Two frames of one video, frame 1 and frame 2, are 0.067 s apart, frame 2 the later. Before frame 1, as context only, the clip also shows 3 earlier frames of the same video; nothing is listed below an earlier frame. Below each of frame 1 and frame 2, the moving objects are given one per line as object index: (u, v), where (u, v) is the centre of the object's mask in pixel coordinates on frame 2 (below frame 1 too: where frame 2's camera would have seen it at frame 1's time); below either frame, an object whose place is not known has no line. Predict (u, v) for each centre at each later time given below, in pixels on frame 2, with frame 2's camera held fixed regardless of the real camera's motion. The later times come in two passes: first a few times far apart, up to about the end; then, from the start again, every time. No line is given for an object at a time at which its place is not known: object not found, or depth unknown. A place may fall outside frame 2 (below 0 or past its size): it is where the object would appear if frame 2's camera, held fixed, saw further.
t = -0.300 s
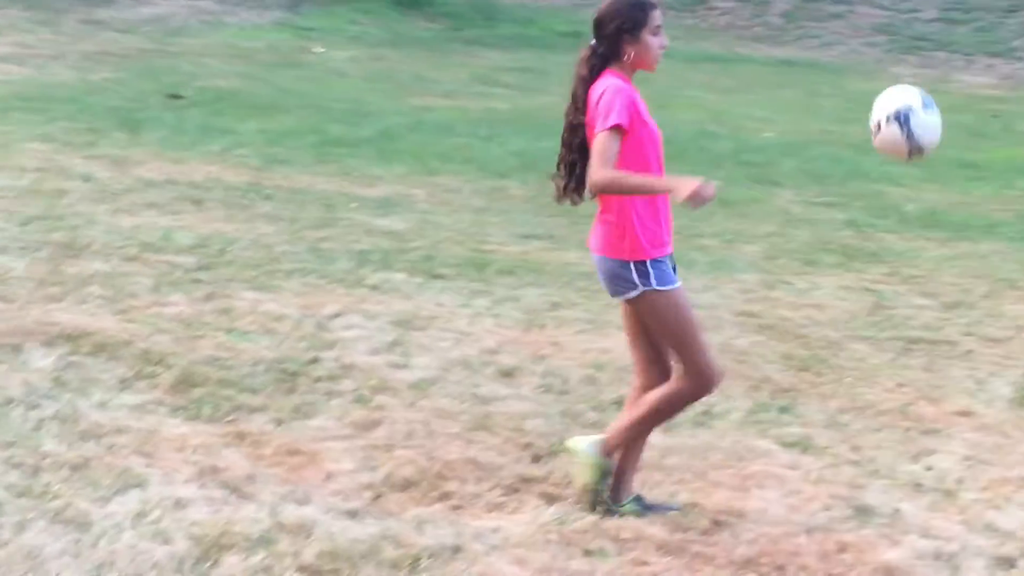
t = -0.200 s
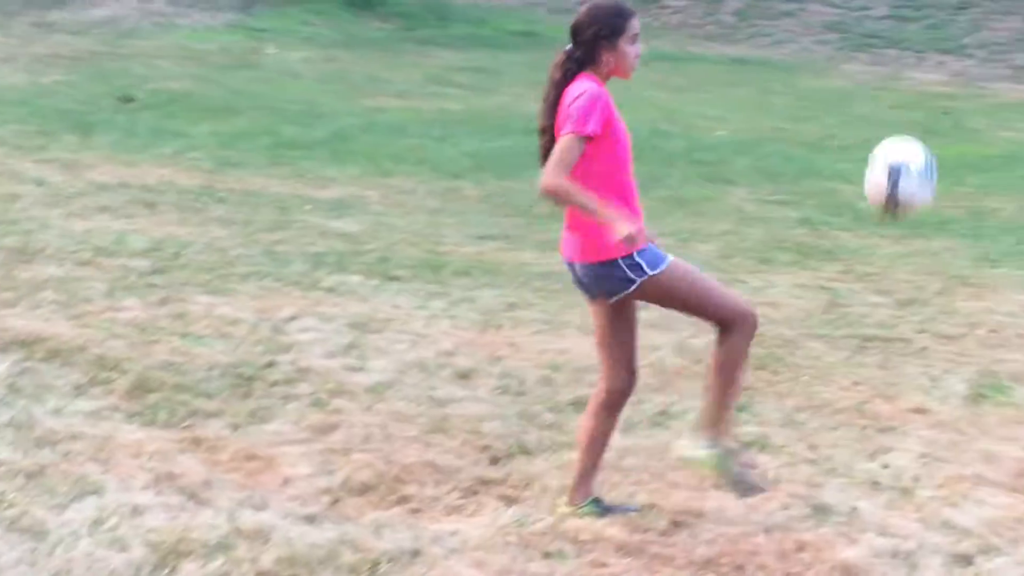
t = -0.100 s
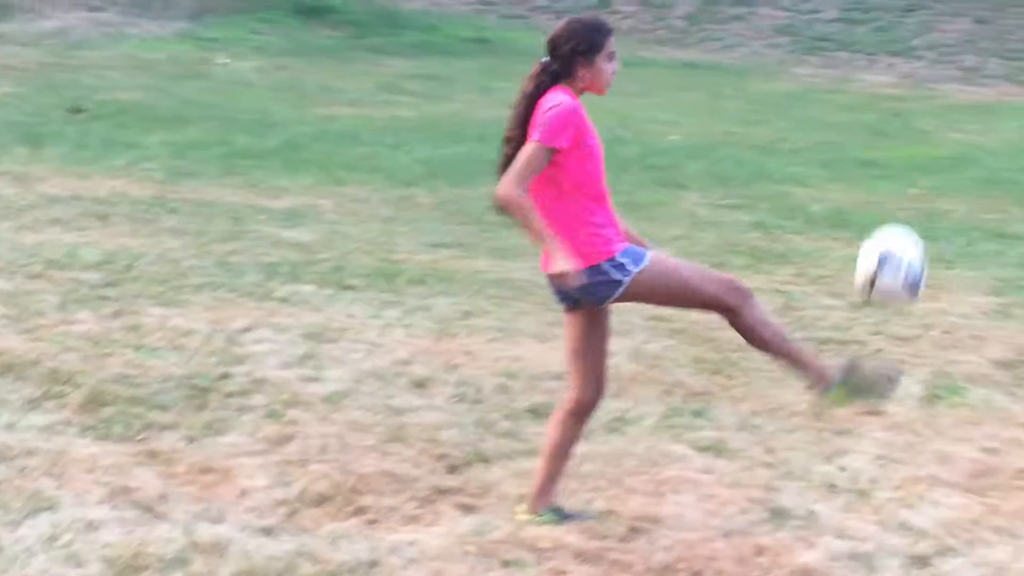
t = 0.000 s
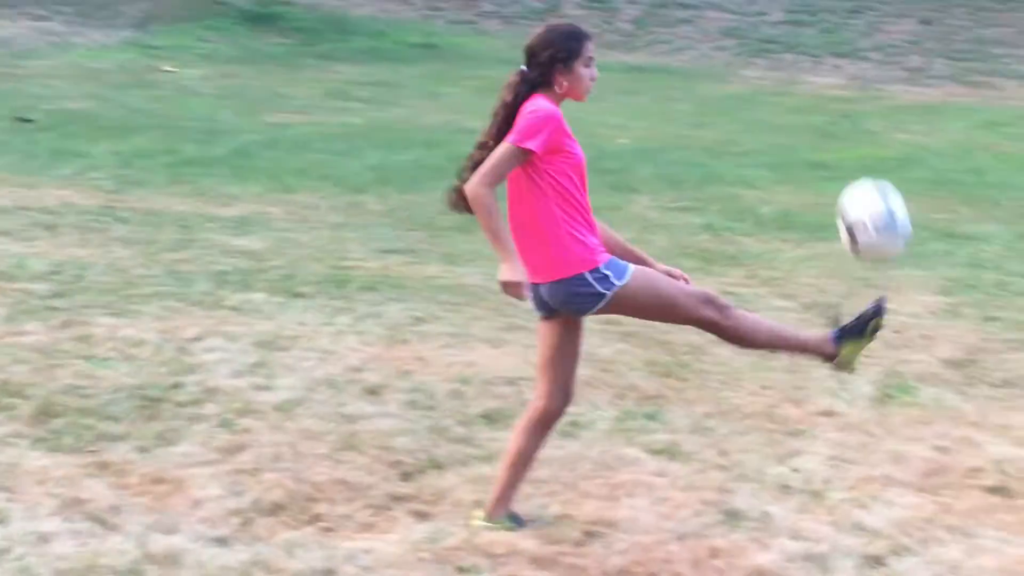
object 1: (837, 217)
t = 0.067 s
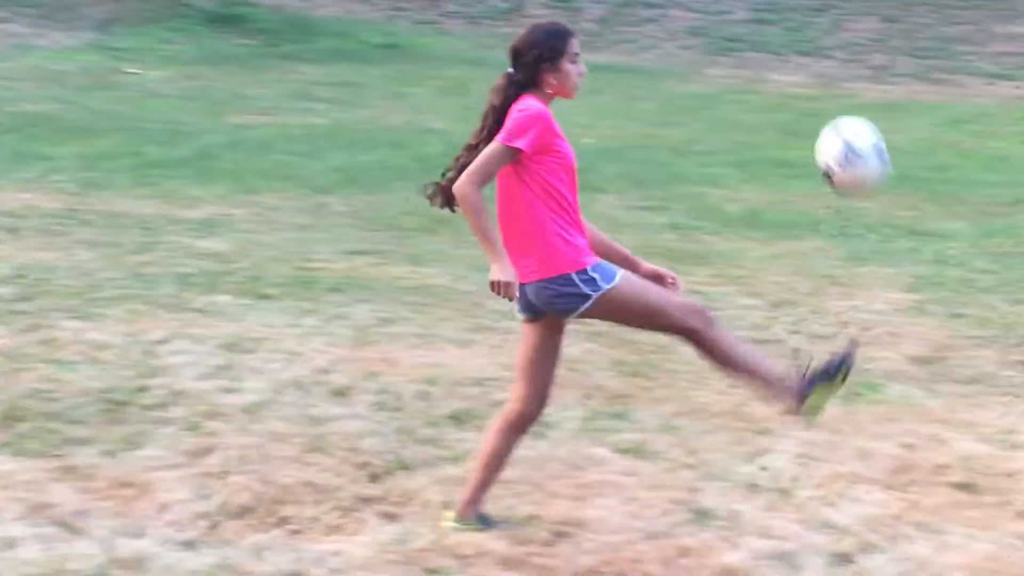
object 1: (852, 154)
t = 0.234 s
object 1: (883, 62)
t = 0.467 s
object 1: (913, 80)
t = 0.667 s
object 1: (927, 237)
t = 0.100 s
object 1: (859, 130)
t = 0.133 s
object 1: (865, 107)
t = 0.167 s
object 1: (871, 89)
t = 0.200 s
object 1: (877, 73)
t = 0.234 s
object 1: (883, 62)
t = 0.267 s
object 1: (888, 54)
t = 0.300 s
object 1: (892, 49)
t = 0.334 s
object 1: (896, 49)
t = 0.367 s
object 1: (901, 52)
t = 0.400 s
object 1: (906, 57)
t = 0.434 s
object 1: (910, 67)
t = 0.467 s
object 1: (913, 80)
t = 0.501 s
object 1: (916, 98)
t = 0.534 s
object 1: (919, 119)
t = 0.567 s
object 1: (921, 142)
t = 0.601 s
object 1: (923, 171)
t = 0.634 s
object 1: (926, 202)
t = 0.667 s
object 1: (927, 237)
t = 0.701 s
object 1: (929, 274)
